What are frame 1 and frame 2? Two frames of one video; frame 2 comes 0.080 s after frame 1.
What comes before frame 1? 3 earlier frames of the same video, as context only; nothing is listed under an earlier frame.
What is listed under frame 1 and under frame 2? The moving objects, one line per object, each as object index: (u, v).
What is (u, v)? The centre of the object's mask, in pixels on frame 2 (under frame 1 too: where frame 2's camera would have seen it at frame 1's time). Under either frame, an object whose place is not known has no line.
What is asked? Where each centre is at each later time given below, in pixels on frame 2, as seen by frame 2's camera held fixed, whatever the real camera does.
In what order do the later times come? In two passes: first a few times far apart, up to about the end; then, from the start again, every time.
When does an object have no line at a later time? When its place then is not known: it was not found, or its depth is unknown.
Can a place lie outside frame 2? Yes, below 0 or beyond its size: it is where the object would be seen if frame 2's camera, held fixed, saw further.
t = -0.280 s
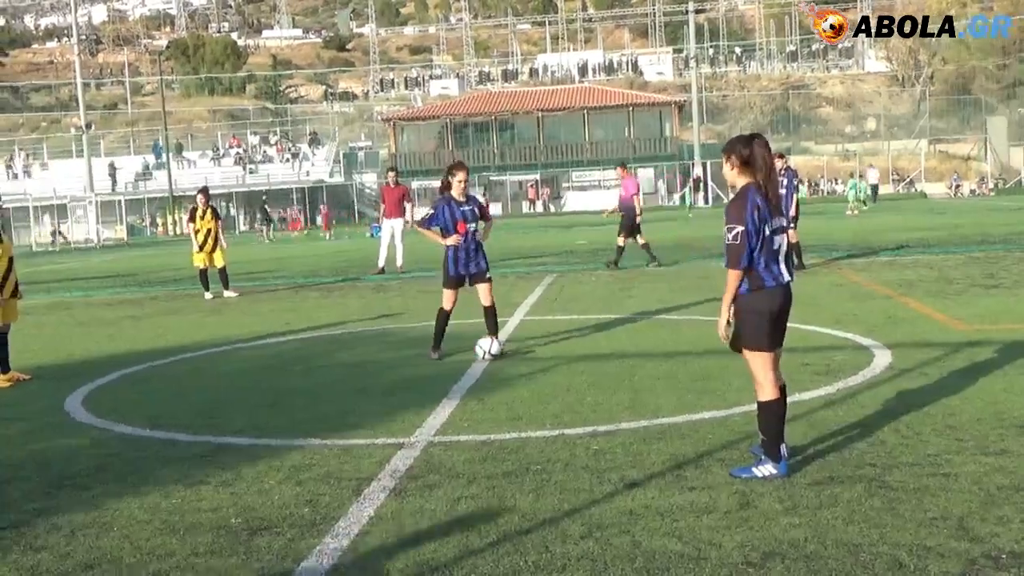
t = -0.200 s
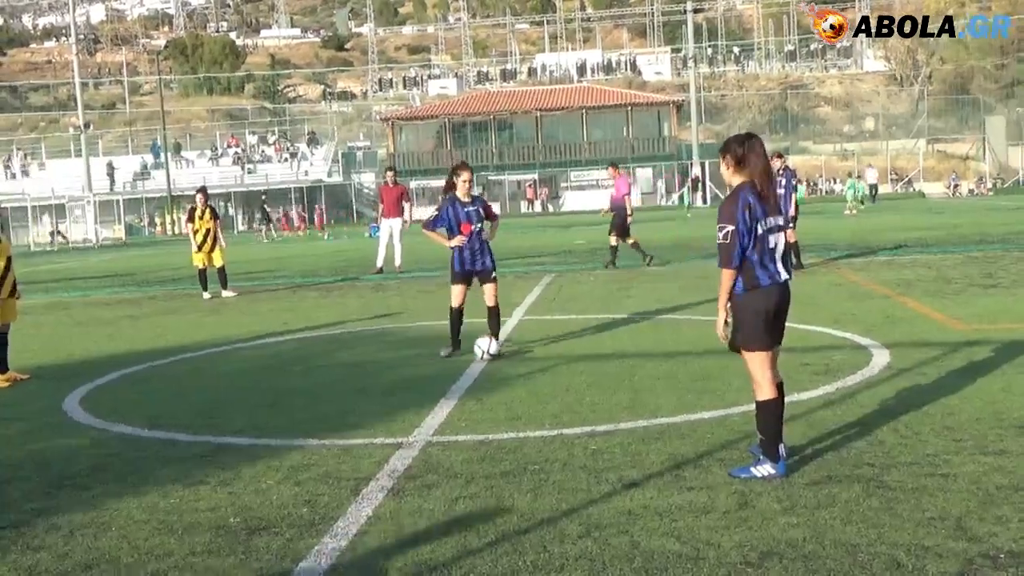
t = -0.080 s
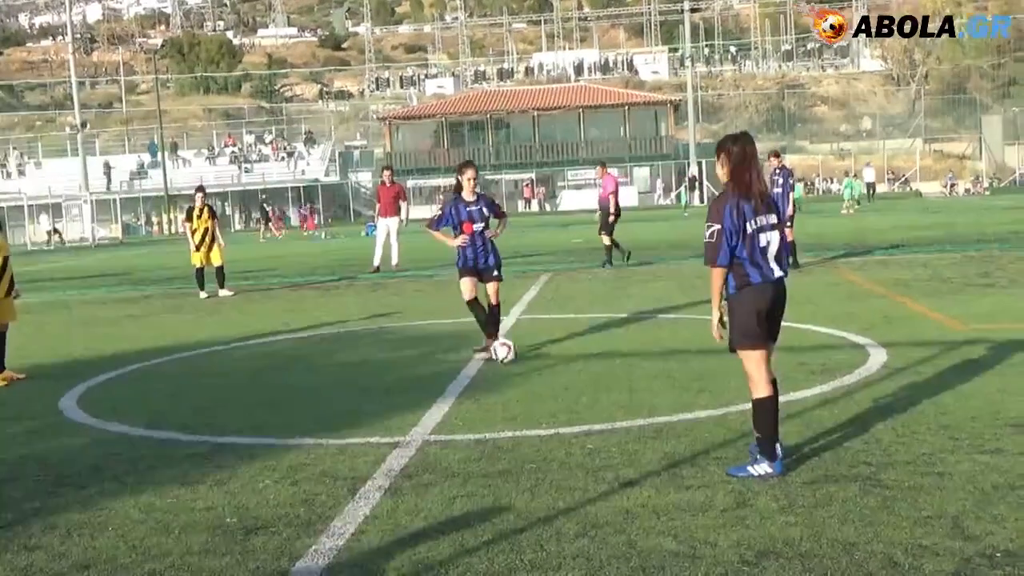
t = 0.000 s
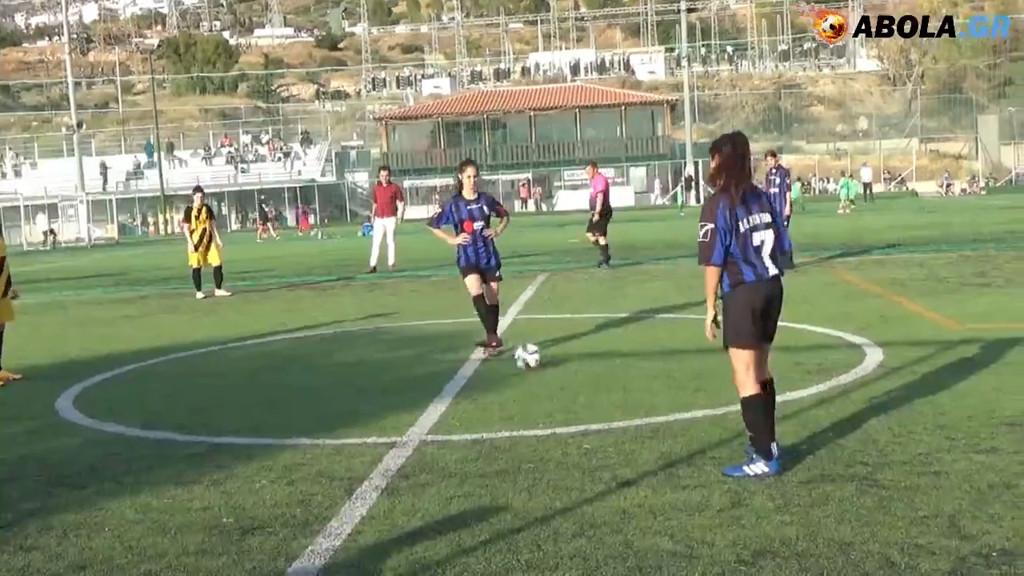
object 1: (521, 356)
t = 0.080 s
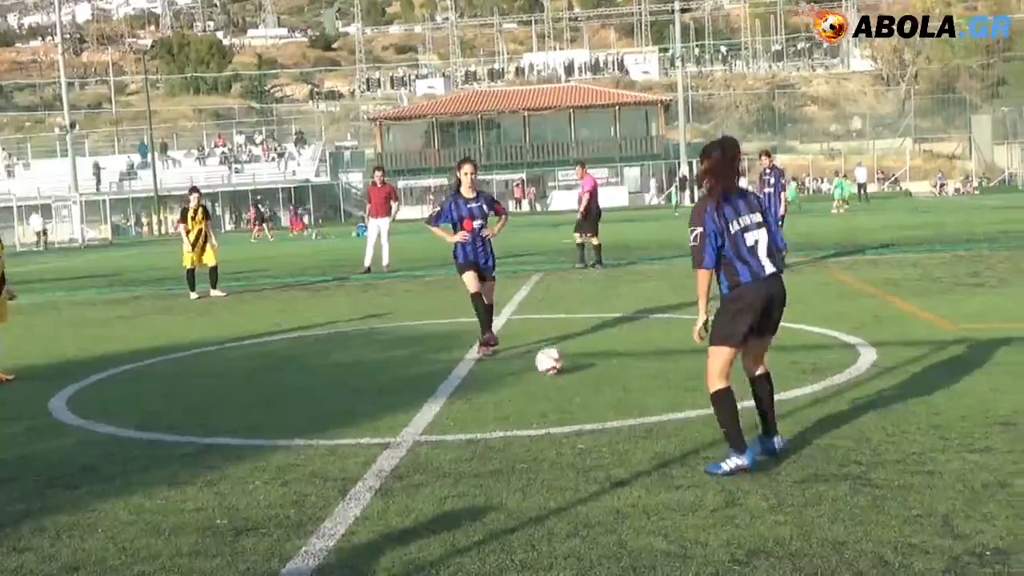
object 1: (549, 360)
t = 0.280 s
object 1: (613, 373)
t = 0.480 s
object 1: (682, 387)
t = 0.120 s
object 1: (561, 363)
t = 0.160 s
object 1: (574, 366)
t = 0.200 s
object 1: (587, 368)
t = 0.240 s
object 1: (600, 371)
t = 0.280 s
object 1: (613, 373)
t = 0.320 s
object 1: (626, 376)
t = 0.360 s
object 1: (640, 378)
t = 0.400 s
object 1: (653, 381)
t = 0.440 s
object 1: (668, 384)
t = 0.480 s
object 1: (682, 387)
